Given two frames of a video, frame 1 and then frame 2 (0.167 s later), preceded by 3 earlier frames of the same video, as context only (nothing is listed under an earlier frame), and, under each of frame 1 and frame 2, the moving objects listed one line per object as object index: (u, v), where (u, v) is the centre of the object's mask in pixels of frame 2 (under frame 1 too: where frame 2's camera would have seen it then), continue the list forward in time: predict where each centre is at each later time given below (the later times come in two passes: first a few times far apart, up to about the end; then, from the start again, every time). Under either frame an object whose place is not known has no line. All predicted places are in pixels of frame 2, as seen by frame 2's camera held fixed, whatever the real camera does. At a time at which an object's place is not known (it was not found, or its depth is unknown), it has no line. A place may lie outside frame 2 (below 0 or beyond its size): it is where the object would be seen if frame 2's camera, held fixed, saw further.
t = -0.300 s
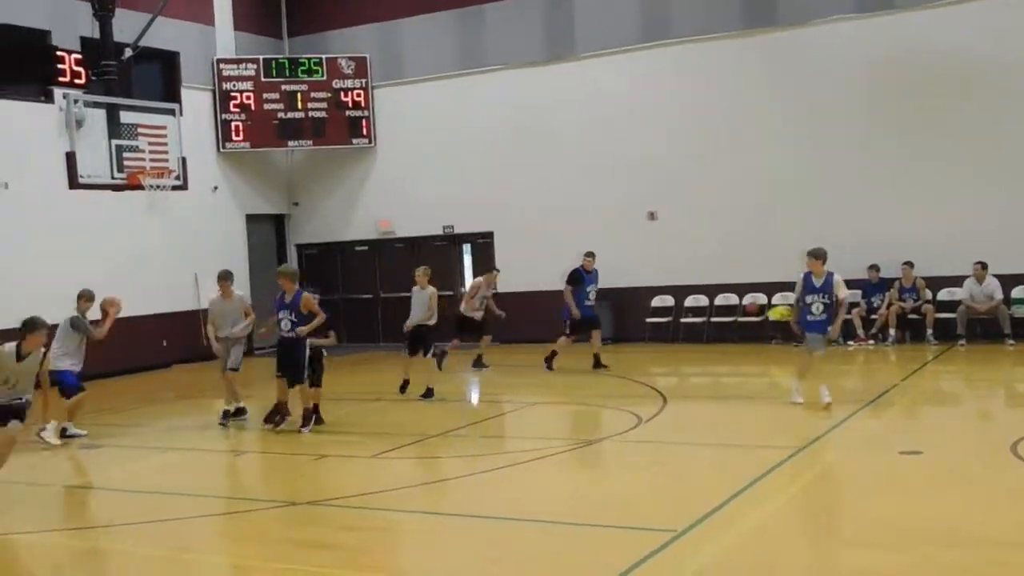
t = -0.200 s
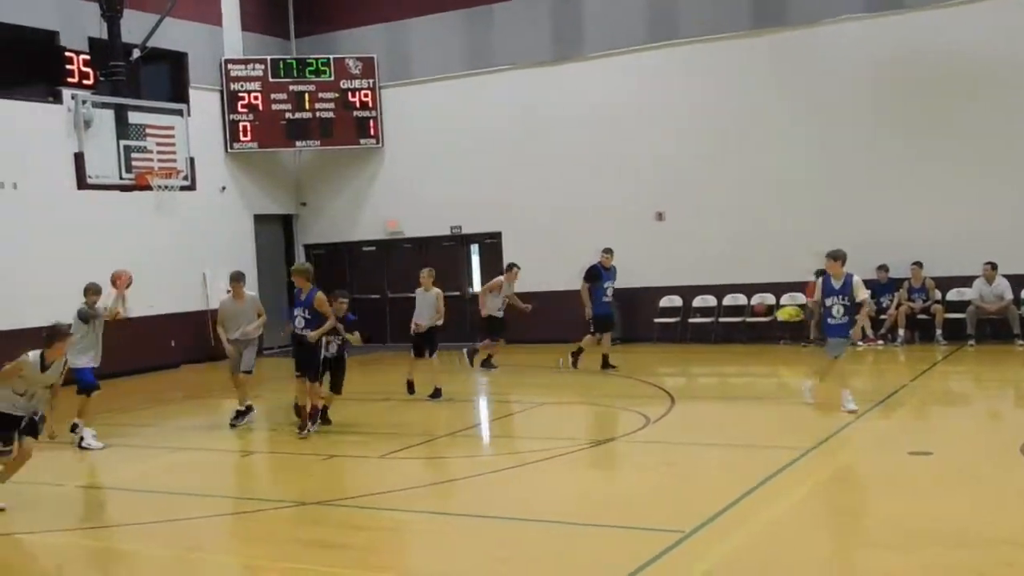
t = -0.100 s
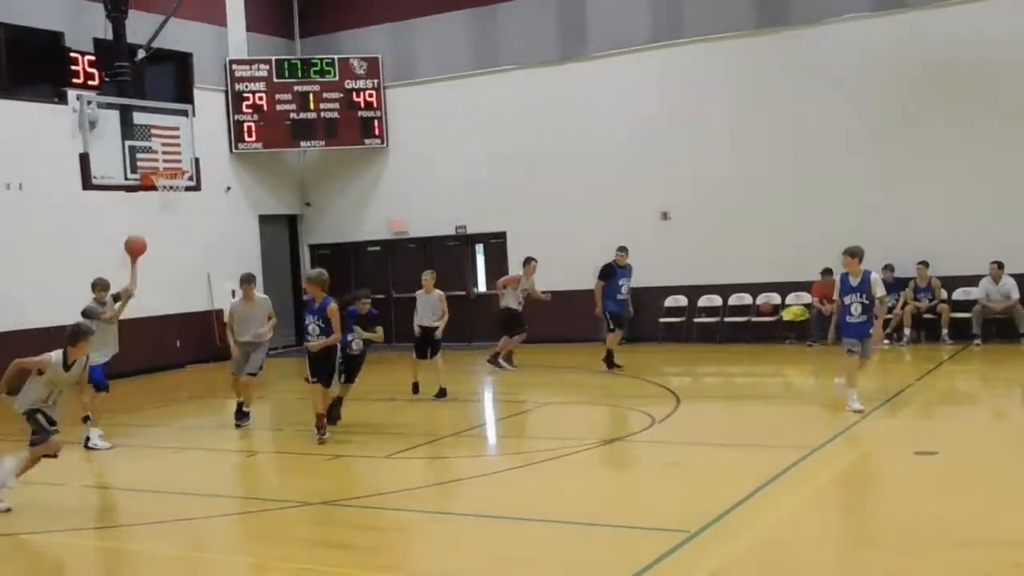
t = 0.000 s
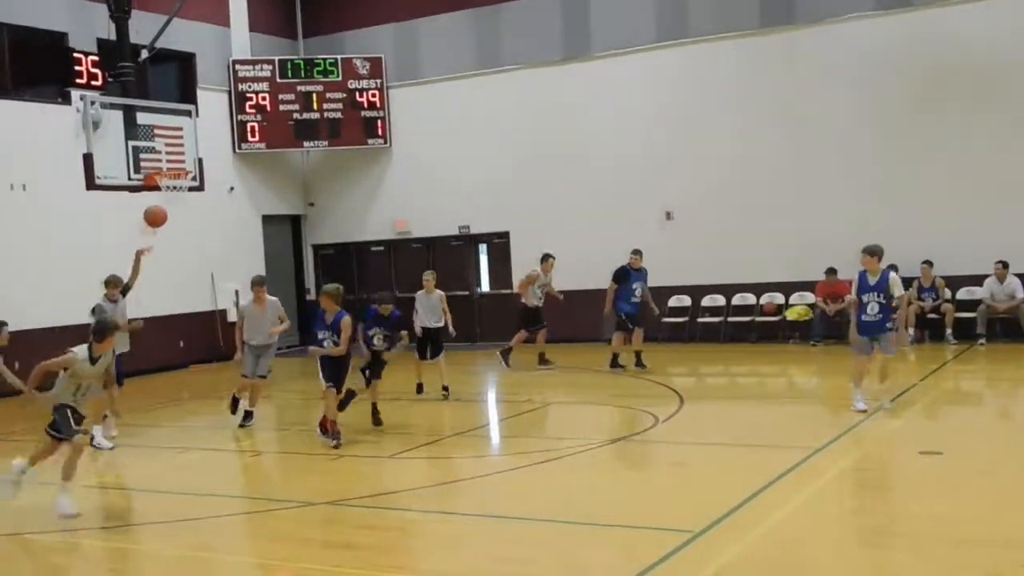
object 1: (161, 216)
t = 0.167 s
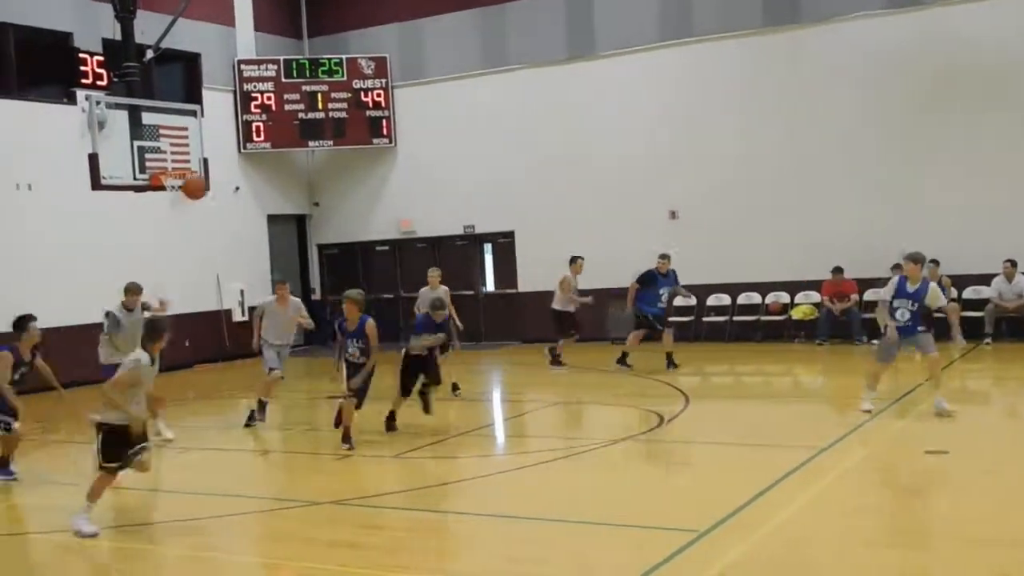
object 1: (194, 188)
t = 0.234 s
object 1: (211, 181)
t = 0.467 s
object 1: (283, 205)
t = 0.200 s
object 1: (203, 184)
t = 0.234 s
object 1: (211, 181)
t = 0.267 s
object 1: (220, 181)
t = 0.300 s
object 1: (229, 181)
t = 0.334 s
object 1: (238, 183)
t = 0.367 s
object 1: (248, 187)
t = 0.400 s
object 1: (260, 191)
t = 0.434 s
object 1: (271, 198)
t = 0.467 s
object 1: (283, 205)
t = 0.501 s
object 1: (295, 214)
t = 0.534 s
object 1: (307, 226)
